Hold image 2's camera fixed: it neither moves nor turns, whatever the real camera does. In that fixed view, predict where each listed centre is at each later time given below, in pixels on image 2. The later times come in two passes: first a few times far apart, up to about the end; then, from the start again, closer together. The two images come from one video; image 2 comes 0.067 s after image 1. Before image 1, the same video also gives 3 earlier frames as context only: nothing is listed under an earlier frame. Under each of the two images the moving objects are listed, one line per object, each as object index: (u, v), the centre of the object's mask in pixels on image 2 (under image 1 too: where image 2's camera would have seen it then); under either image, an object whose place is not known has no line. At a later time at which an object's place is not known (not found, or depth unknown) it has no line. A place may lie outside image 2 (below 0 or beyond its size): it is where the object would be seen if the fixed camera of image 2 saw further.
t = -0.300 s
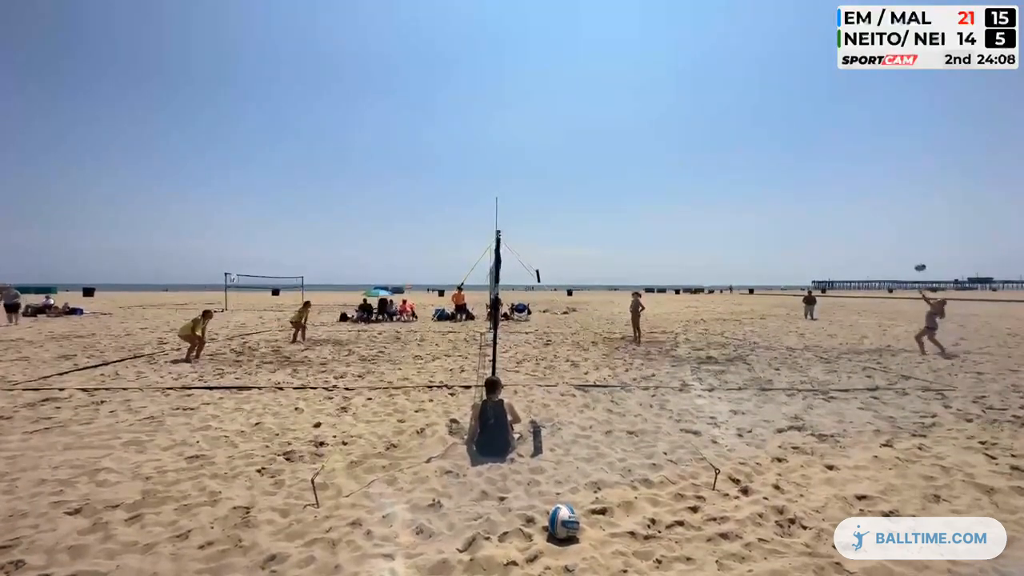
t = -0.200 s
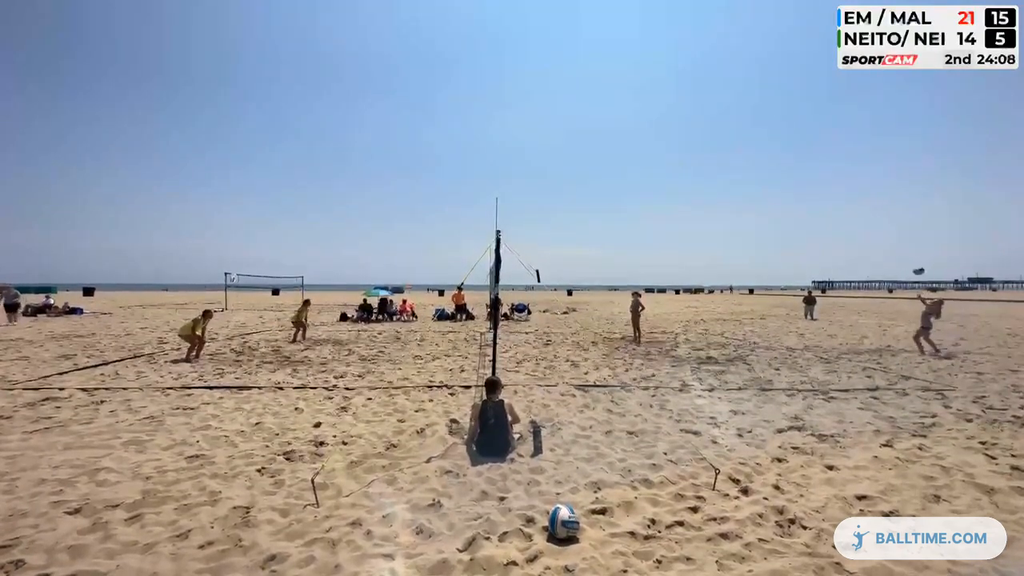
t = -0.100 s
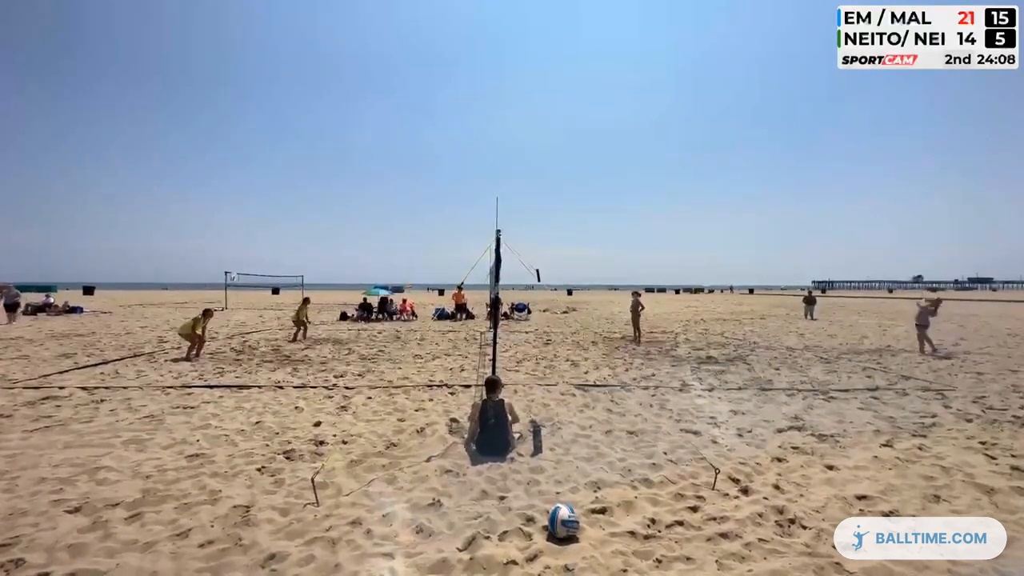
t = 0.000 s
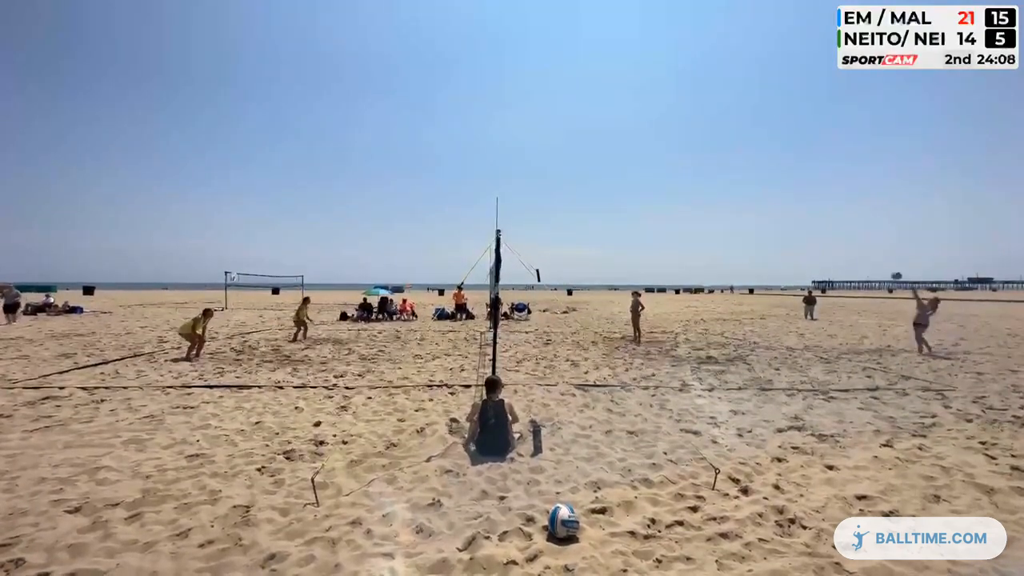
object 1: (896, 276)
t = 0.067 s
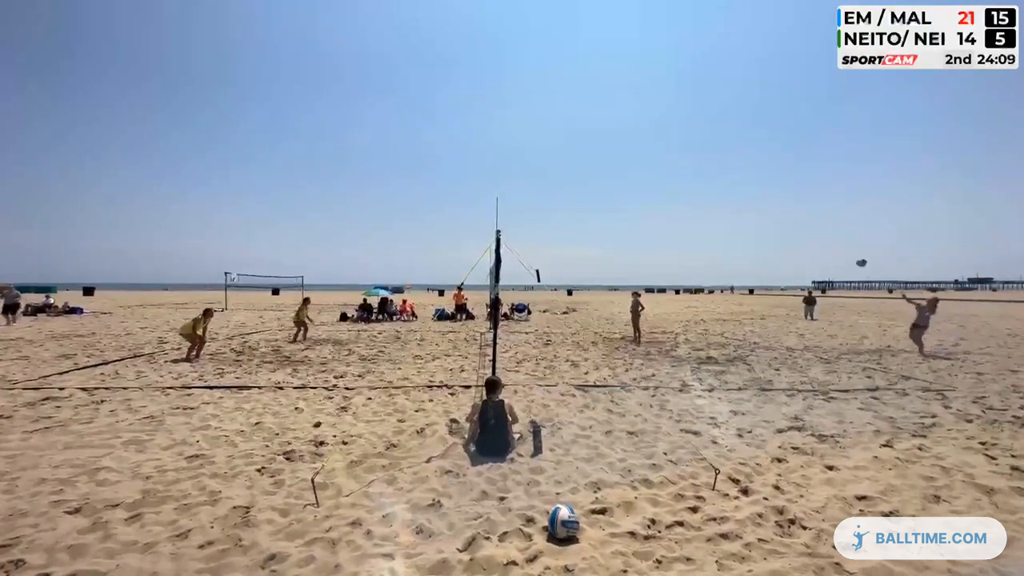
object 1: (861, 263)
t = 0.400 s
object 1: (691, 217)
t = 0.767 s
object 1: (509, 214)
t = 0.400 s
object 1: (691, 217)
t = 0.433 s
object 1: (675, 214)
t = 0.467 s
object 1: (658, 212)
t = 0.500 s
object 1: (642, 211)
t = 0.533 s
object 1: (625, 210)
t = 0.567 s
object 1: (609, 209)
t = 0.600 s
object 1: (592, 209)
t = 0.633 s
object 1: (575, 209)
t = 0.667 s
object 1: (559, 209)
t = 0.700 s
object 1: (543, 211)
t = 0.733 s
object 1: (526, 212)
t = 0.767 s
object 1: (509, 214)
